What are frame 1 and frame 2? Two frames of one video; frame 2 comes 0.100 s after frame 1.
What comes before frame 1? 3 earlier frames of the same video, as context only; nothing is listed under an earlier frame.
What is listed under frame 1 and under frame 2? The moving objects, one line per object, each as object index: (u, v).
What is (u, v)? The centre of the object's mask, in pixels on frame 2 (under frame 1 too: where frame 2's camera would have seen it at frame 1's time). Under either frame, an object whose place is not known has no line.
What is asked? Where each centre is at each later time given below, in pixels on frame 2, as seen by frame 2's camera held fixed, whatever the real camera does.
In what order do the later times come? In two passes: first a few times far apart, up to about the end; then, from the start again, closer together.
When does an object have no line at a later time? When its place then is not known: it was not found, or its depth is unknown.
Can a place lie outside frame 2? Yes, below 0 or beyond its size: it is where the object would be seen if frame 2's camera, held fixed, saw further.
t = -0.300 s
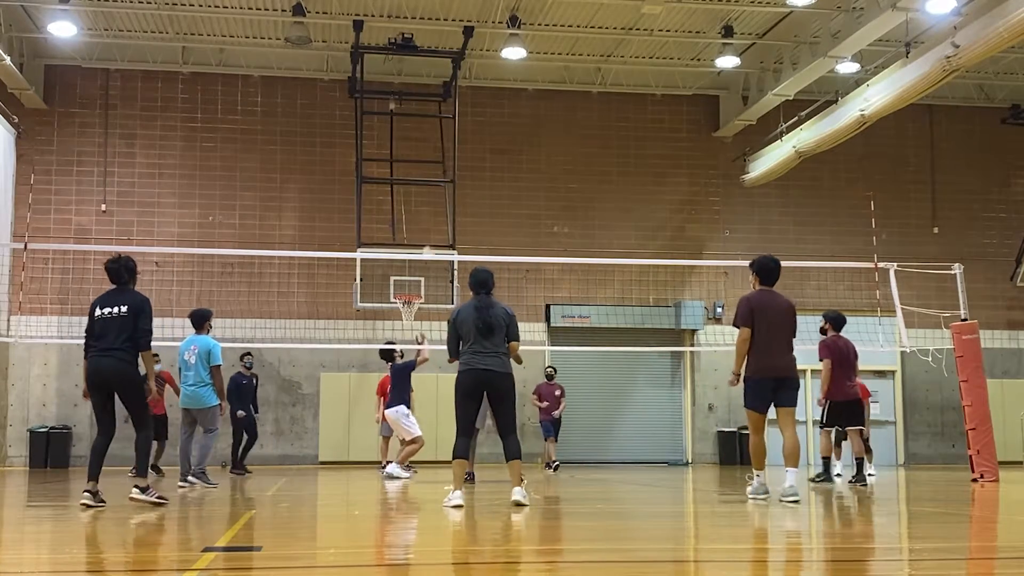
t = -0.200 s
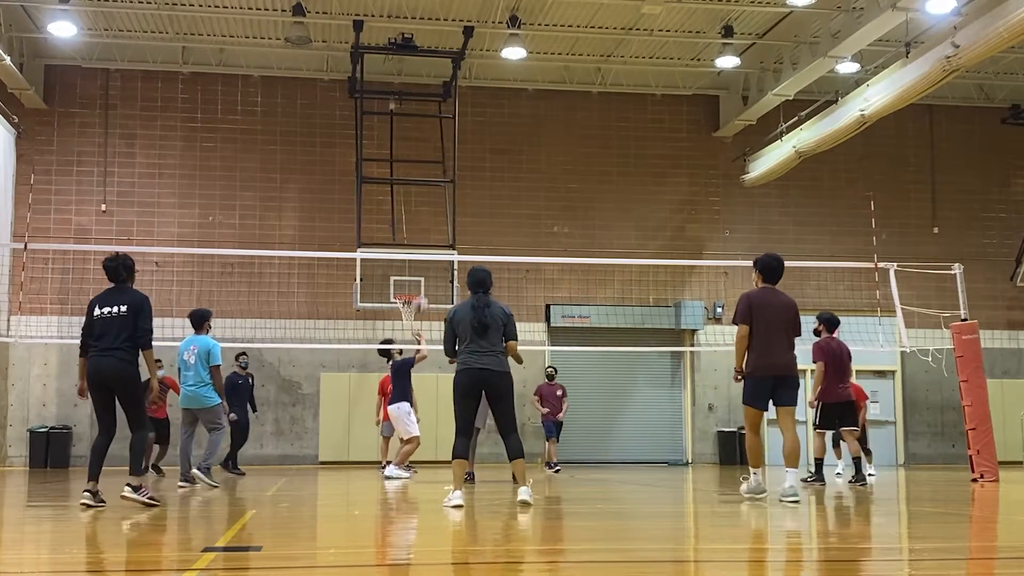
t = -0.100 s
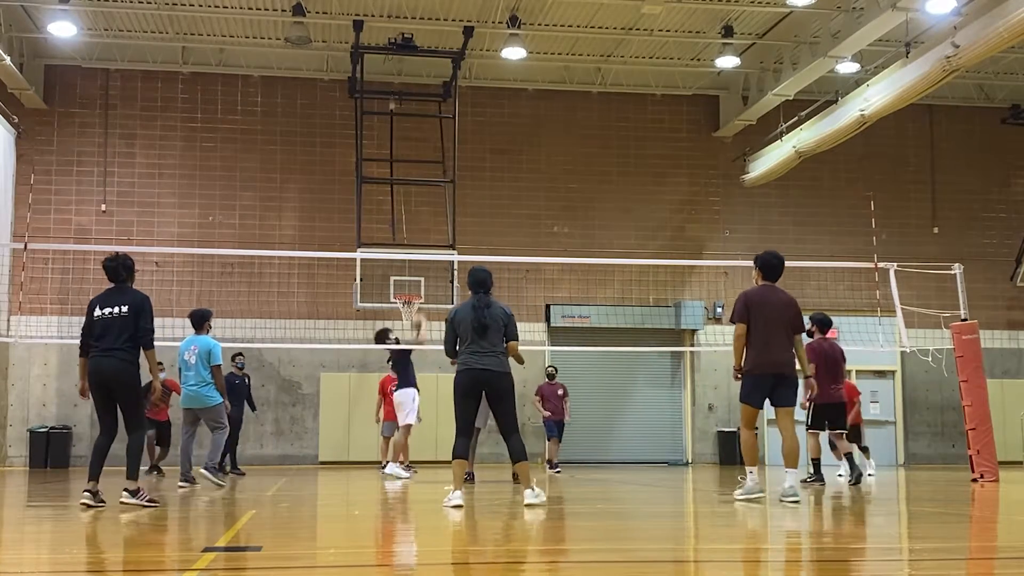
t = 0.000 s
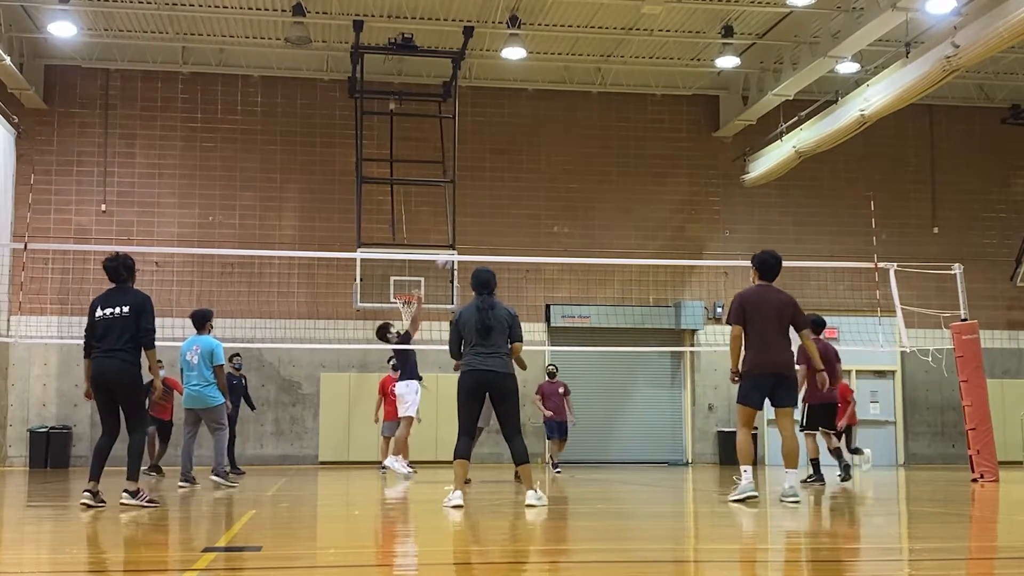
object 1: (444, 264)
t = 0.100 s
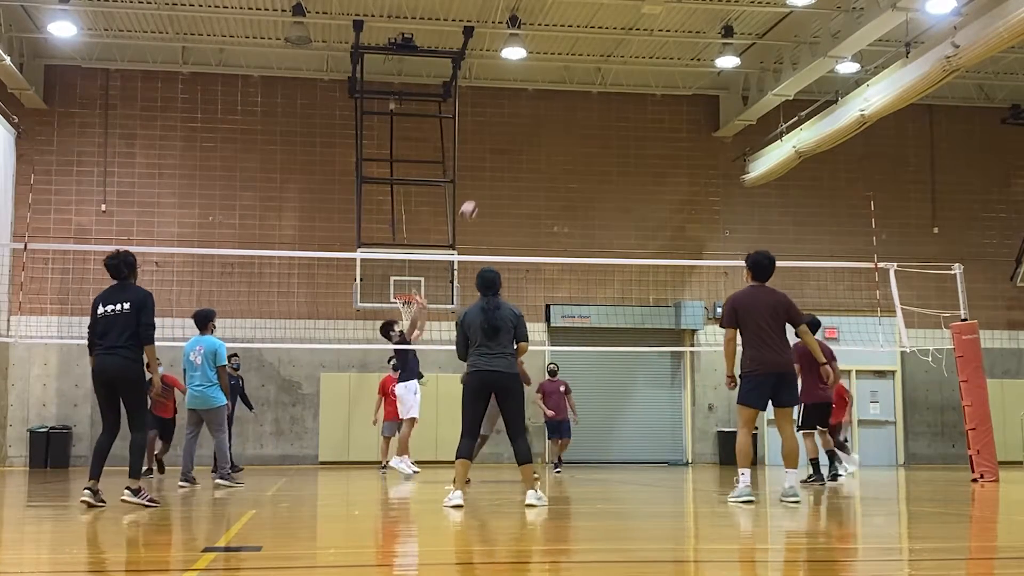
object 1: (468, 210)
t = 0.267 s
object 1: (508, 141)
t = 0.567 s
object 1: (577, 74)
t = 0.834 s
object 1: (637, 75)
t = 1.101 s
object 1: (697, 130)
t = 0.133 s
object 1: (476, 195)
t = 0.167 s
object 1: (485, 180)
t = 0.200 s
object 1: (493, 167)
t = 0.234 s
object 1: (500, 154)
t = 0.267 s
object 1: (508, 141)
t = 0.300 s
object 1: (516, 130)
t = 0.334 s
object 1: (523, 120)
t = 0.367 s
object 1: (531, 111)
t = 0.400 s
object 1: (538, 103)
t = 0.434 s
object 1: (546, 97)
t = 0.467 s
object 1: (554, 90)
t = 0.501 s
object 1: (562, 82)
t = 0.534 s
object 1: (569, 79)
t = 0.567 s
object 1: (577, 74)
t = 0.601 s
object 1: (585, 71)
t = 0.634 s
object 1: (592, 69)
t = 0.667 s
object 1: (600, 68)
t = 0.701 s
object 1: (606, 68)
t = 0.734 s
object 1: (614, 68)
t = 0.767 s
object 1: (622, 69)
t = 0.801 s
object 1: (630, 72)
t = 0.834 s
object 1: (637, 75)
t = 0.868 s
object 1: (644, 78)
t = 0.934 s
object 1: (659, 89)
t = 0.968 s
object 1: (667, 96)
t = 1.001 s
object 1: (674, 102)
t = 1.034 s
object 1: (682, 111)
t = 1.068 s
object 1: (689, 120)
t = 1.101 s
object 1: (697, 130)
